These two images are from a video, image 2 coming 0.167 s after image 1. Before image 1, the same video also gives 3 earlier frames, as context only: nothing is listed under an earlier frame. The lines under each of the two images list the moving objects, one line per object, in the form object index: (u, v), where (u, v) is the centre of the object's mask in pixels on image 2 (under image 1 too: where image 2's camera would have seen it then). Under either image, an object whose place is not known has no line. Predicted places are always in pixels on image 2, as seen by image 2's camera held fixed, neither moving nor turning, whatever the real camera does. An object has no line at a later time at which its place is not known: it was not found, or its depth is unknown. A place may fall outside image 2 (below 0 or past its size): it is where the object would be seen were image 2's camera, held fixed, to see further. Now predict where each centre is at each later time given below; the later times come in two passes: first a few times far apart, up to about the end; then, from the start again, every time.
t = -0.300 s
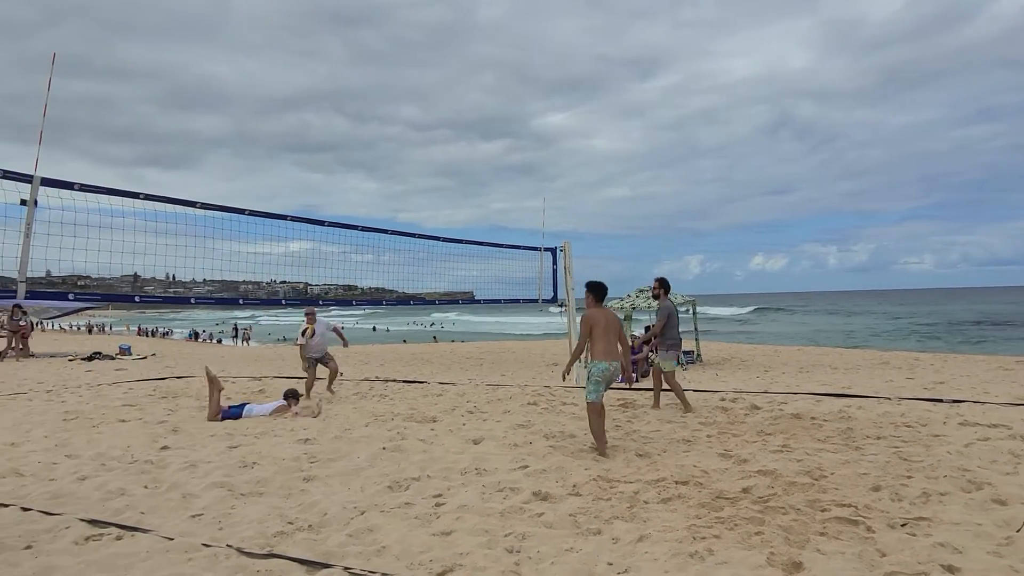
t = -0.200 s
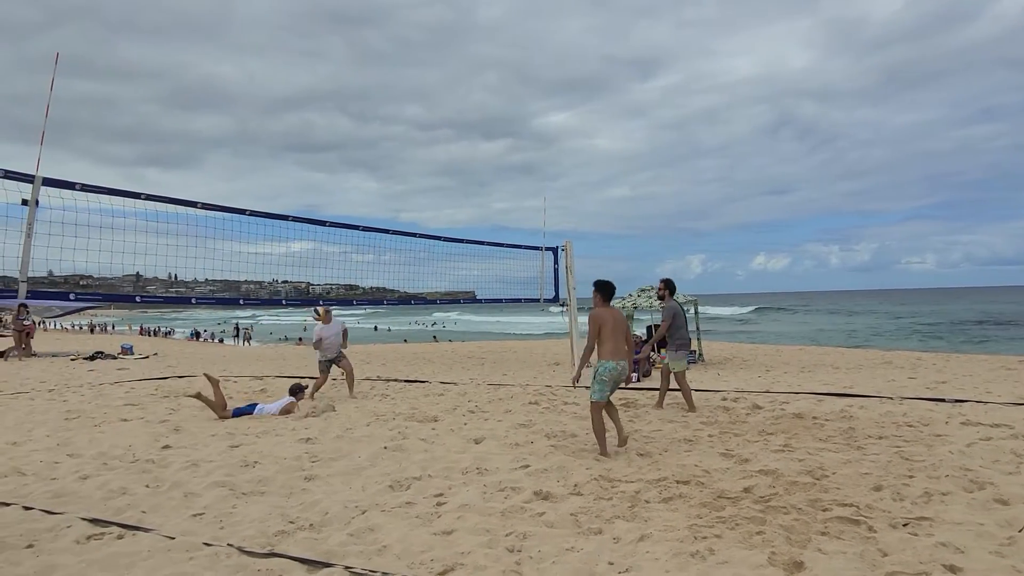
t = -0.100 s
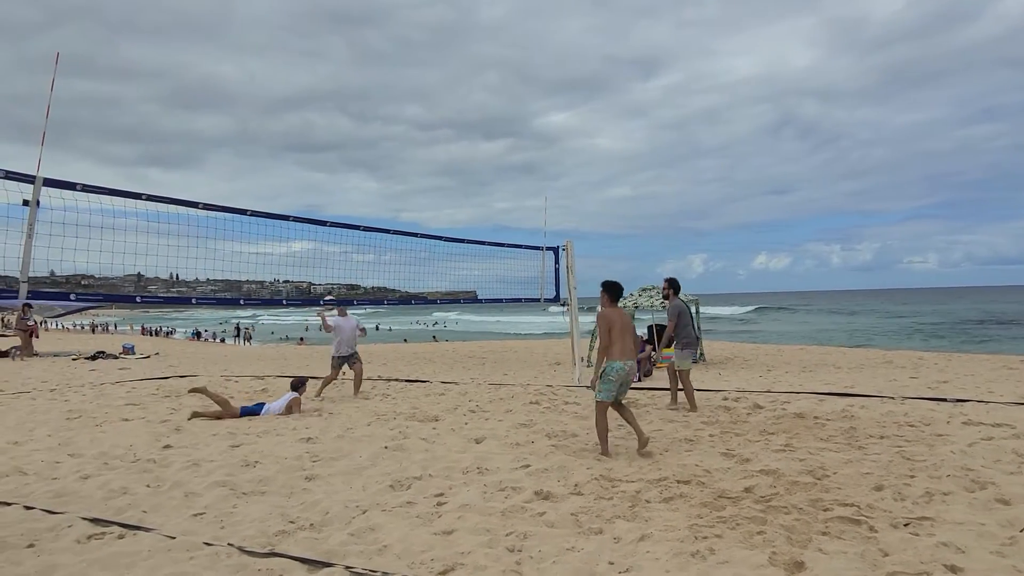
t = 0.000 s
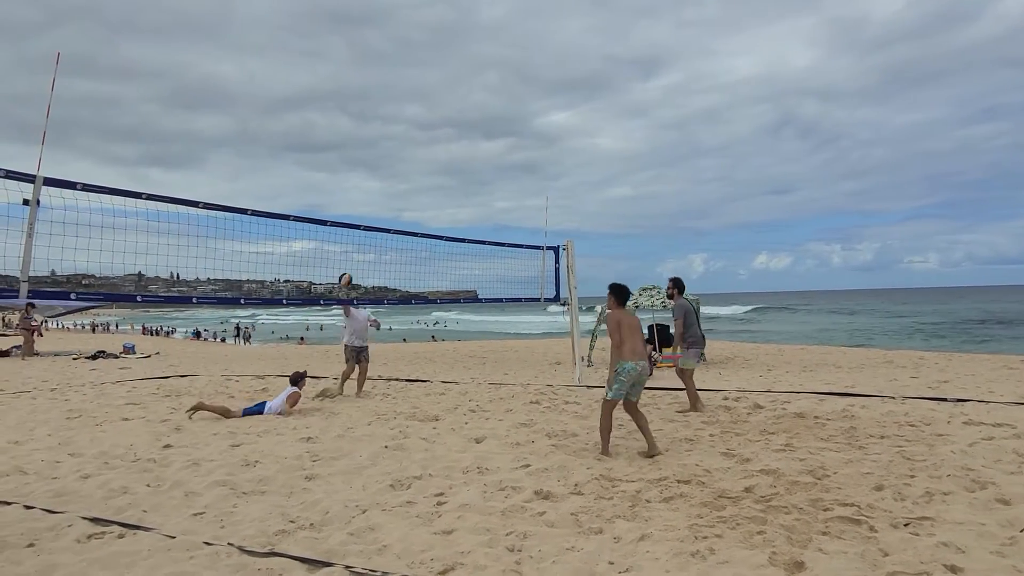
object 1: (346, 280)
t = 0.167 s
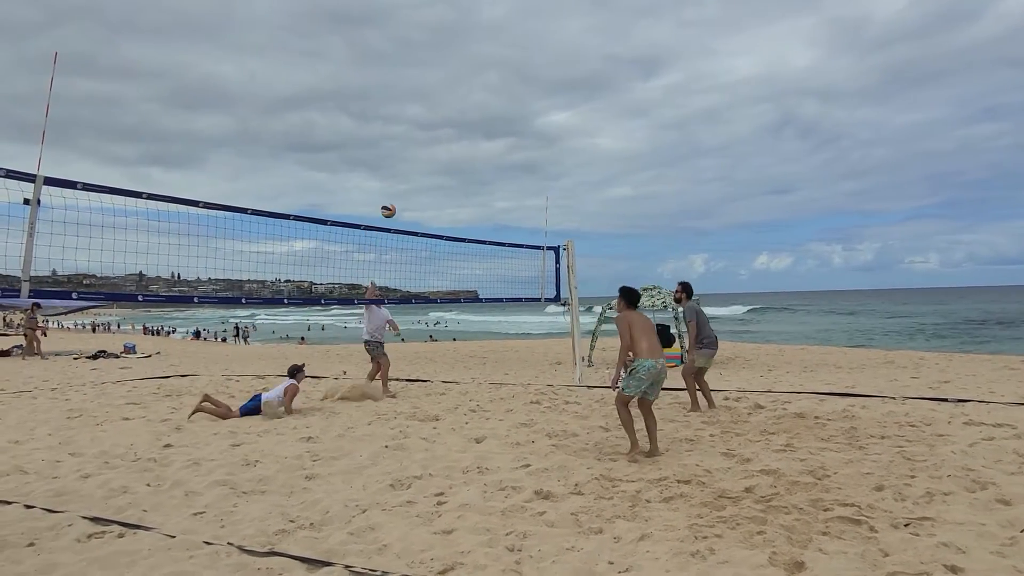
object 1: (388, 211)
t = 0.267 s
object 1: (415, 175)
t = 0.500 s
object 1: (481, 111)
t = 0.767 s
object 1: (559, 83)
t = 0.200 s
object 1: (397, 199)
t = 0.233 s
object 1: (406, 186)
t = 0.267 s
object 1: (415, 175)
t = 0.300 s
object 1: (424, 164)
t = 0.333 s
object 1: (434, 153)
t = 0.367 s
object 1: (443, 144)
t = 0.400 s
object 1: (452, 135)
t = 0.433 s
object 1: (462, 126)
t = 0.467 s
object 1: (471, 118)
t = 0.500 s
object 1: (481, 111)
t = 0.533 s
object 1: (490, 105)
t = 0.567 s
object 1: (500, 99)
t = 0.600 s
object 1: (509, 95)
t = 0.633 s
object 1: (519, 91)
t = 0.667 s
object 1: (529, 87)
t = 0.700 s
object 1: (539, 85)
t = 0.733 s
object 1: (549, 84)
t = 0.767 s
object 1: (559, 83)
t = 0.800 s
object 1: (570, 84)
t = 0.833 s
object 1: (580, 86)
